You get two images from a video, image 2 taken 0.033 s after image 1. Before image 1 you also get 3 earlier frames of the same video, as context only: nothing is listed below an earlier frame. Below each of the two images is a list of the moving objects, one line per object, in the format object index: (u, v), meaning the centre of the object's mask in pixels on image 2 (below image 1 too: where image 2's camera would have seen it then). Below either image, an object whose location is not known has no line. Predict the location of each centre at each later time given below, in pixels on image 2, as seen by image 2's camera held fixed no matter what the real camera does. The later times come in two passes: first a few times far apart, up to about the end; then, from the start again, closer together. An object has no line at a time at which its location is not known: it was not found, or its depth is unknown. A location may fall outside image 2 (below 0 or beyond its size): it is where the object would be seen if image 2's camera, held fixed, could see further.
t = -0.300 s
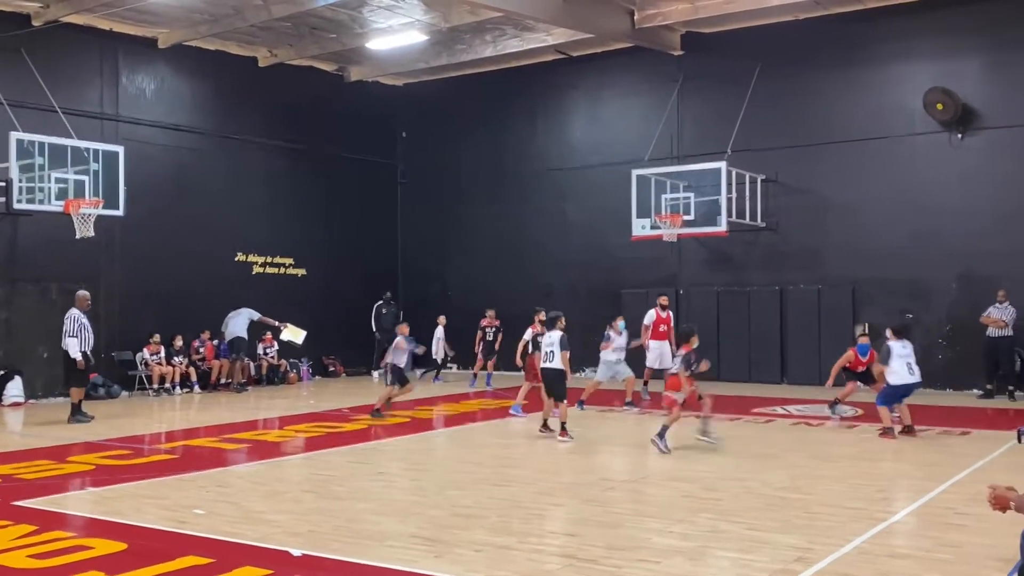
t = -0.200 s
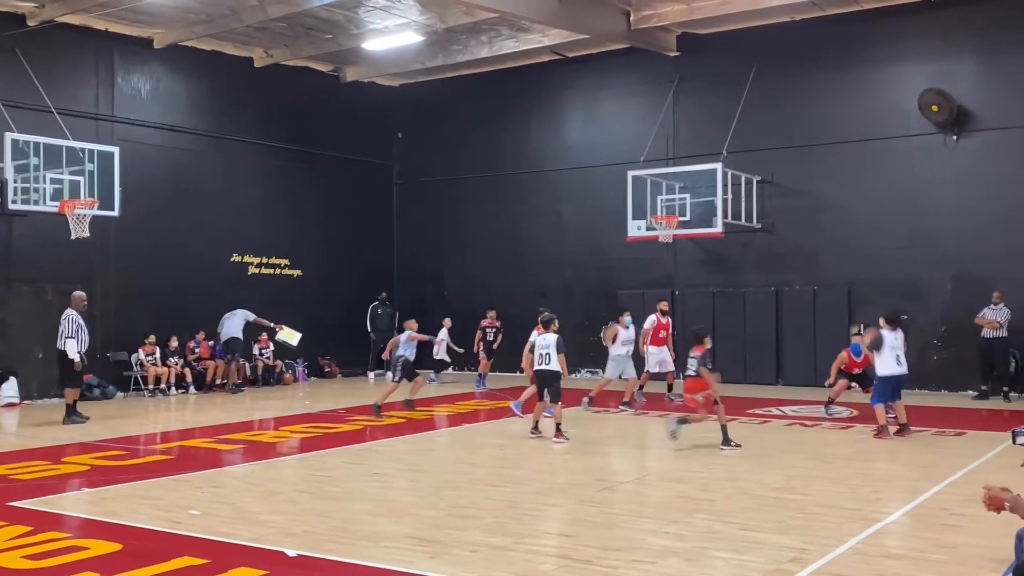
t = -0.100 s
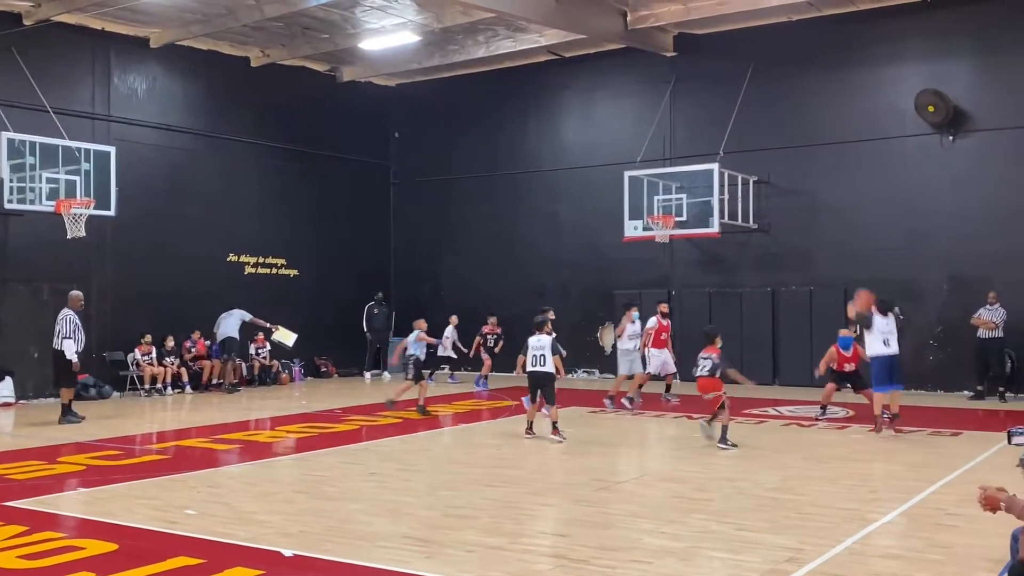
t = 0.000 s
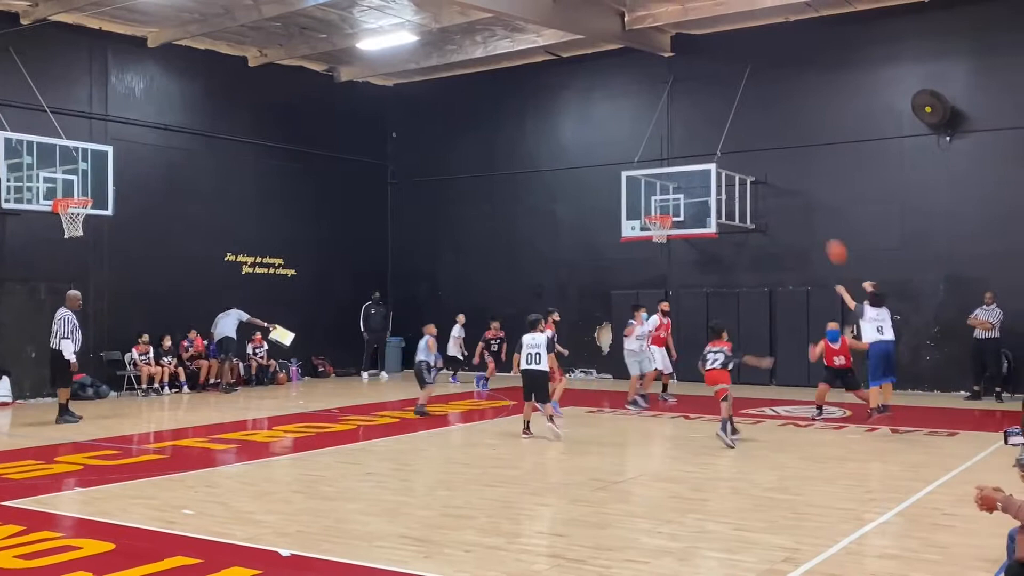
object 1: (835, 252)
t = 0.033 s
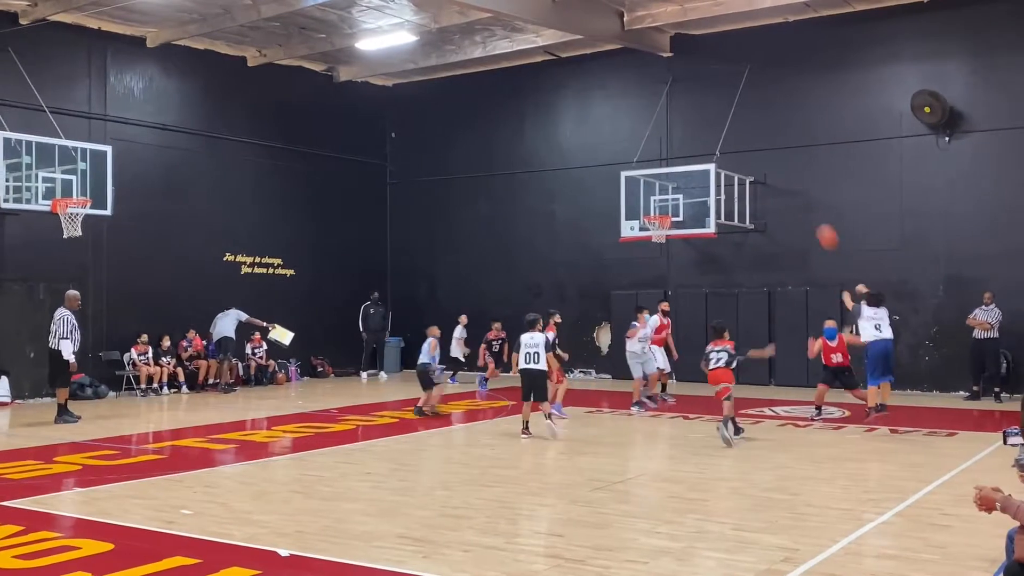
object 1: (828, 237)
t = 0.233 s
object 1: (782, 171)
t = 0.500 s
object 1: (733, 140)
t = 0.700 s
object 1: (701, 148)
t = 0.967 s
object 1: (666, 192)
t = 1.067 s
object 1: (653, 212)
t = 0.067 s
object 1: (819, 222)
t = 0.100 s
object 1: (811, 210)
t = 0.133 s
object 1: (803, 198)
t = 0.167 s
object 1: (796, 188)
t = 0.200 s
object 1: (789, 179)
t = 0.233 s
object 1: (782, 171)
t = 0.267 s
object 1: (774, 163)
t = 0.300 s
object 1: (768, 157)
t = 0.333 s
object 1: (763, 152)
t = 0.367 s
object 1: (756, 148)
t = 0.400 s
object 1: (750, 144)
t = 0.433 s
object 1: (744, 142)
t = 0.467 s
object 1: (739, 141)
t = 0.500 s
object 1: (733, 140)
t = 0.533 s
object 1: (728, 139)
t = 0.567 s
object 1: (723, 140)
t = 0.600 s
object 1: (717, 140)
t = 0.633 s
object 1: (712, 142)
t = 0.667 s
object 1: (706, 145)
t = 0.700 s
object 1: (701, 148)
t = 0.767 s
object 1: (691, 156)
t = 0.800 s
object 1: (688, 160)
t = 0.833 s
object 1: (684, 165)
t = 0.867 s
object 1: (678, 172)
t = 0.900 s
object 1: (674, 179)
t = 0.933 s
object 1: (670, 185)
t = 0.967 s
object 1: (666, 192)
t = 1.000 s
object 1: (661, 202)
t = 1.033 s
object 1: (658, 209)
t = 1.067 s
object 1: (653, 212)
